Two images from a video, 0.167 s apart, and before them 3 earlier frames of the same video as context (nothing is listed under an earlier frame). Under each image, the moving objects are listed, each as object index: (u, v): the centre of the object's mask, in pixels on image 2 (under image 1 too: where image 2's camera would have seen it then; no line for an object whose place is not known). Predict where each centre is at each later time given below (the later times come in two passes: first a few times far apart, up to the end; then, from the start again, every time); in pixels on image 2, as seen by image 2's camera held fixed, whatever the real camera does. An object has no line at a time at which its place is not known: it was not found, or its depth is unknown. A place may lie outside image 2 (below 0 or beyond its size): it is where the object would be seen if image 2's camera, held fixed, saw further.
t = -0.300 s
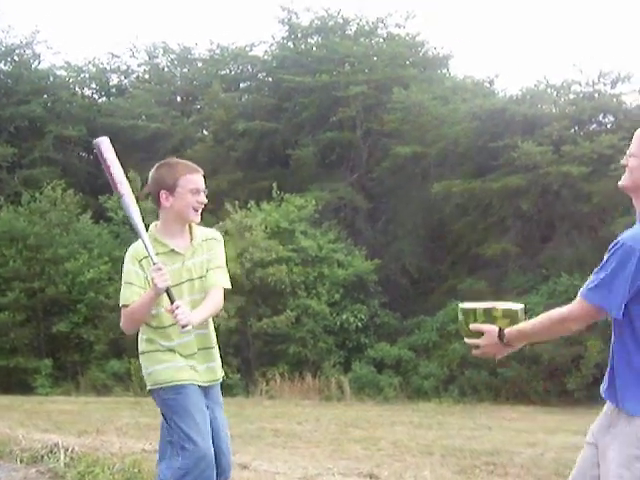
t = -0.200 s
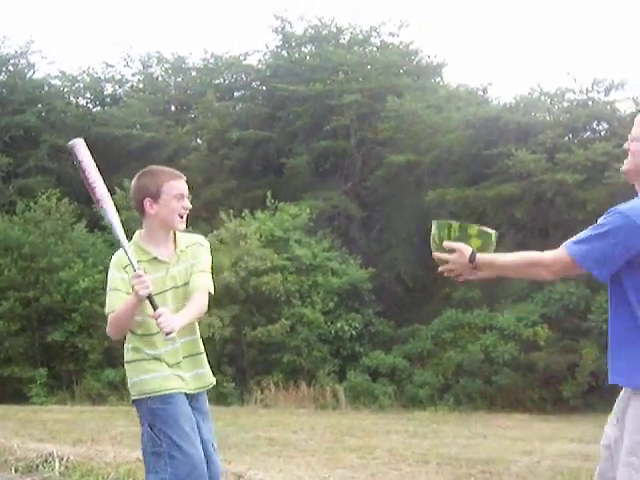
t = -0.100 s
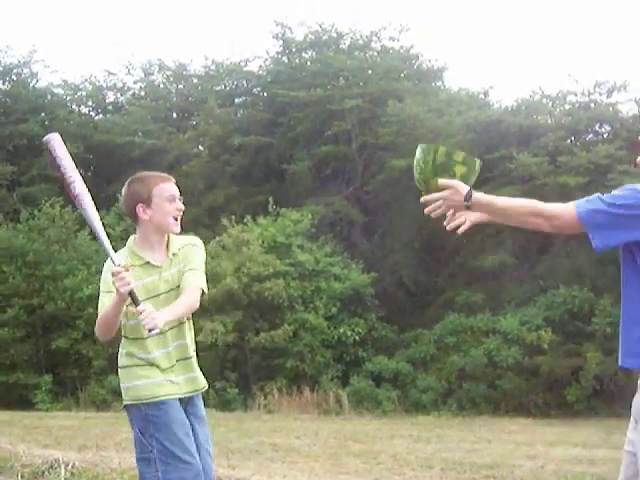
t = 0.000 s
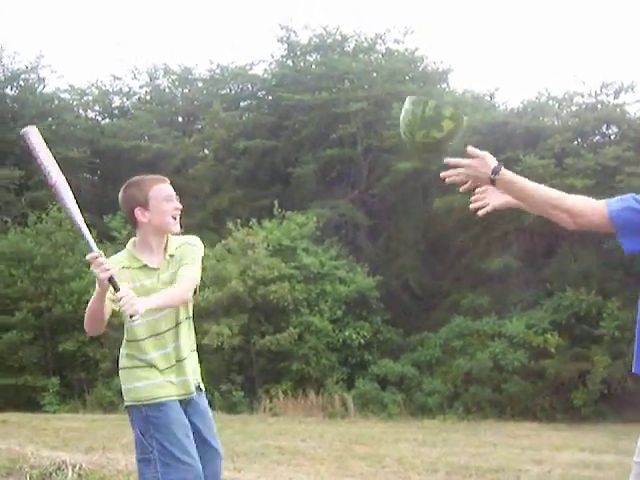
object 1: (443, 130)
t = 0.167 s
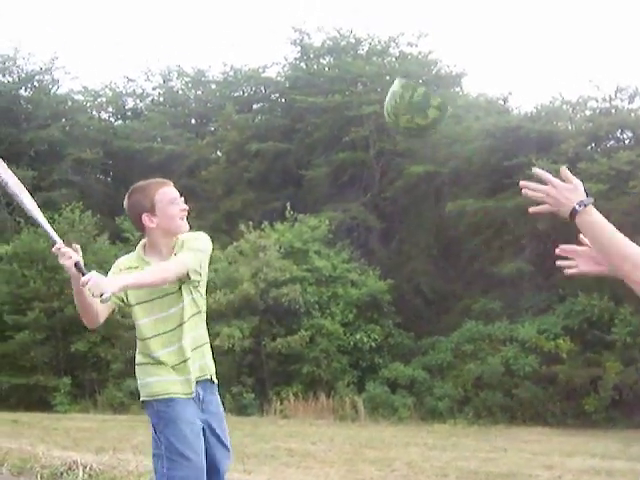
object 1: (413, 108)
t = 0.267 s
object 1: (396, 133)
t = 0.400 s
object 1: (375, 207)
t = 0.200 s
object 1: (407, 113)
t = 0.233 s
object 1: (402, 120)
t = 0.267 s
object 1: (396, 133)
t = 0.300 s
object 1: (390, 146)
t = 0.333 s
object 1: (385, 164)
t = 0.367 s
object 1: (380, 184)
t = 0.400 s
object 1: (375, 207)
